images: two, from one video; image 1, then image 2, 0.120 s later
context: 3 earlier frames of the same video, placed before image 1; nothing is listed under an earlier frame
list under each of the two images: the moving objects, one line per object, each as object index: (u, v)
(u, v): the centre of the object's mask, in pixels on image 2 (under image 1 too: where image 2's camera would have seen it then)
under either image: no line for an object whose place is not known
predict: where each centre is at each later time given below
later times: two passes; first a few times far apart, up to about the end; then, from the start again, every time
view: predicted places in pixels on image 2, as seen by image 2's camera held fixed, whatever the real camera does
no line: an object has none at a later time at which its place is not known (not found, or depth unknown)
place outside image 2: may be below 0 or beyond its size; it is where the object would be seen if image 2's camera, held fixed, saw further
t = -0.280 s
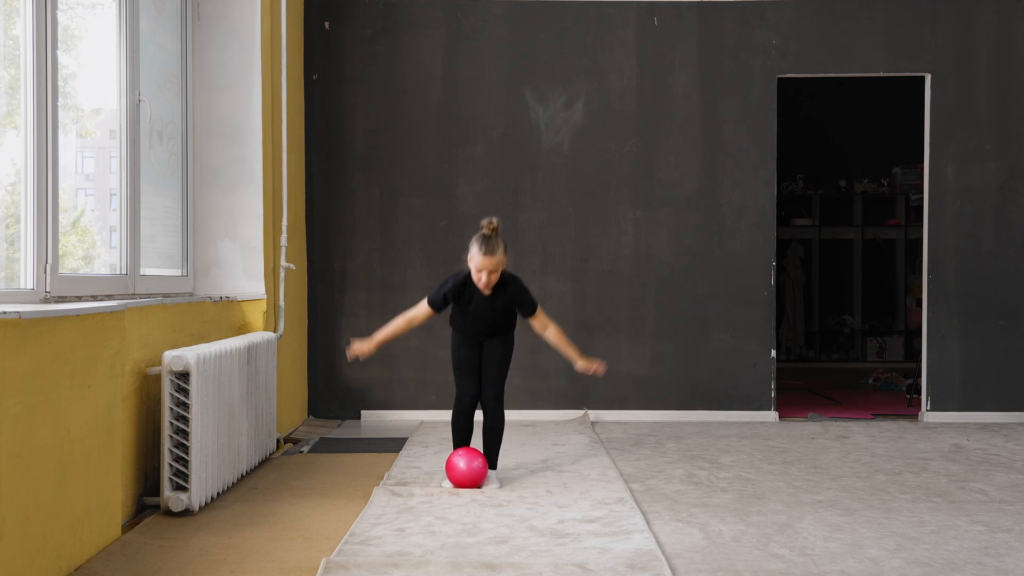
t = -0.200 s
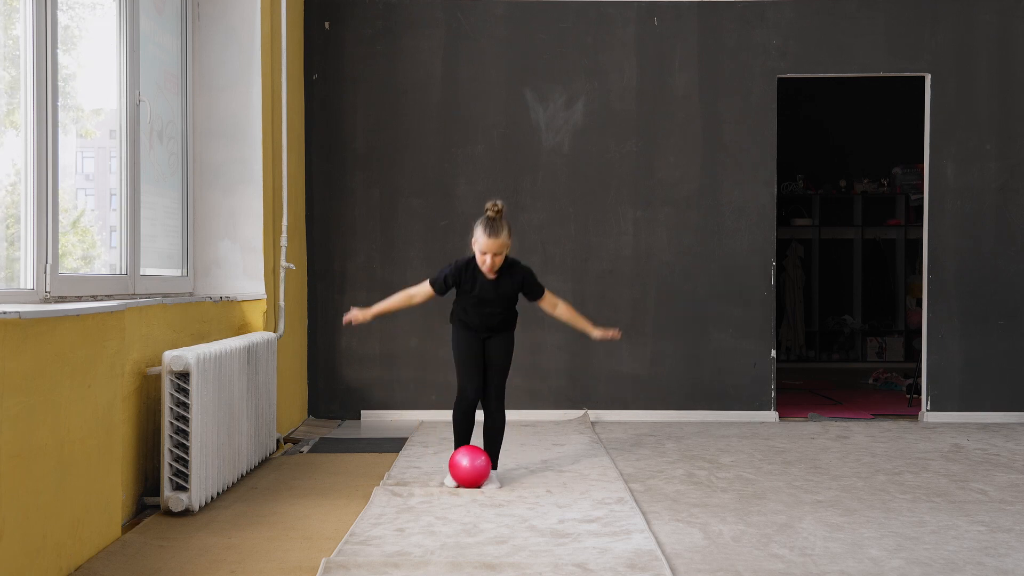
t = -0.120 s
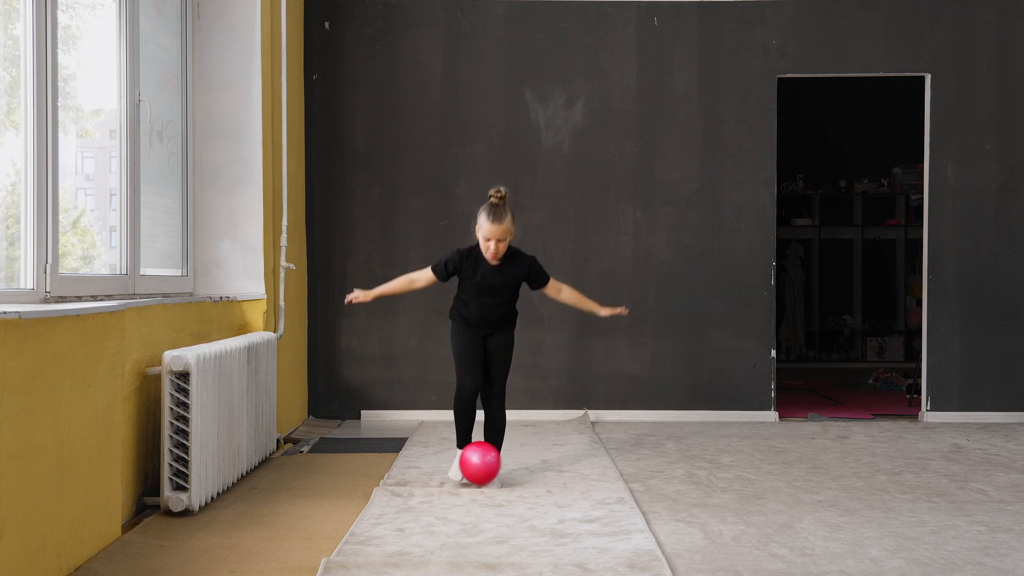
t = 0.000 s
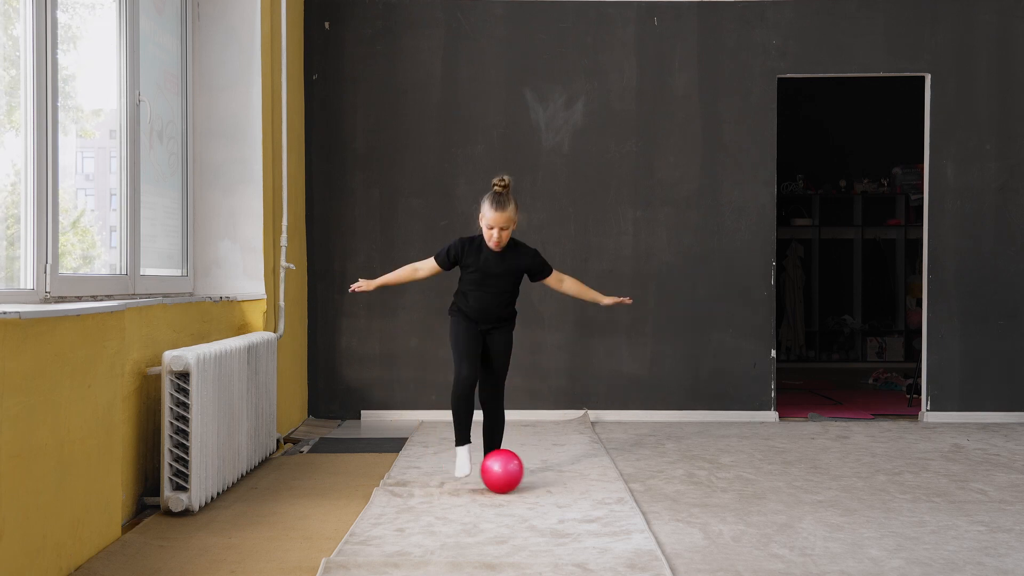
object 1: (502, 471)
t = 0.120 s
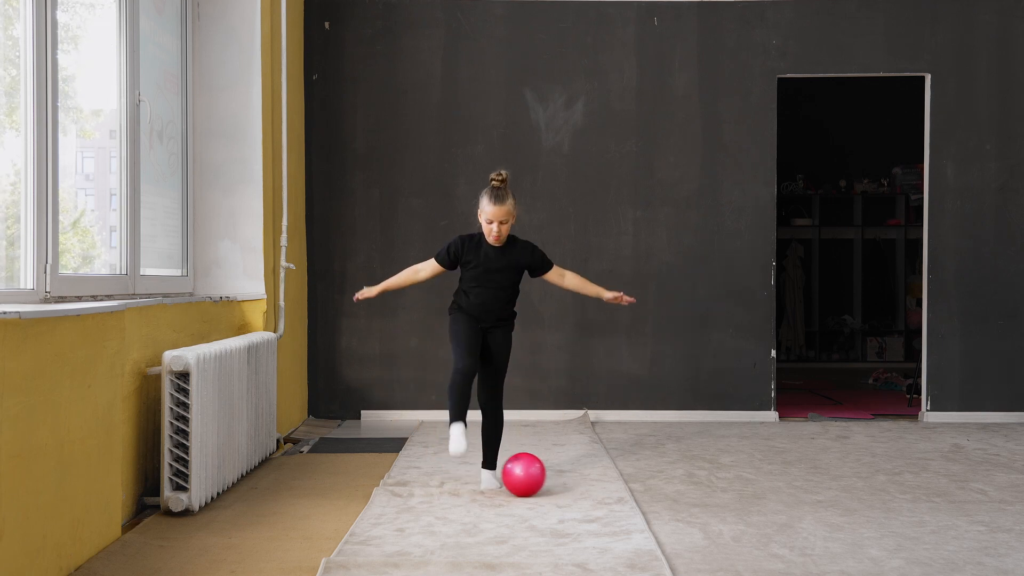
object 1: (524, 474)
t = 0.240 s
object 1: (544, 477)
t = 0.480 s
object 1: (587, 481)
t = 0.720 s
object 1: (624, 484)
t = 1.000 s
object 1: (667, 491)
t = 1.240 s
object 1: (707, 496)
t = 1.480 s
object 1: (745, 500)
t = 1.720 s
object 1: (779, 504)
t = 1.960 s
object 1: (810, 509)
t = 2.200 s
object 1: (840, 513)
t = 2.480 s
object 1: (874, 519)
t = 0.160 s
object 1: (531, 475)
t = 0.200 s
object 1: (537, 476)
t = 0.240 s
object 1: (544, 477)
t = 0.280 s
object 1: (551, 477)
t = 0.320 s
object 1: (559, 478)
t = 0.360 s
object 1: (566, 479)
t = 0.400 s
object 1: (573, 479)
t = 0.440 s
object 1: (580, 480)
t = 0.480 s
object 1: (587, 481)
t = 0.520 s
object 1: (594, 481)
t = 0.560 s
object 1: (600, 481)
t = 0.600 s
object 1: (606, 481)
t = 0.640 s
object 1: (612, 482)
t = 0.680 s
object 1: (618, 483)
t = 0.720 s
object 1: (624, 484)
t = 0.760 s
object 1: (630, 485)
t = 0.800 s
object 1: (636, 485)
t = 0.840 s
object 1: (642, 487)
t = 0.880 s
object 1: (648, 489)
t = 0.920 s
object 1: (655, 490)
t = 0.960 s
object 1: (661, 490)
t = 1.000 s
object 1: (667, 491)
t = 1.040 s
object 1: (674, 492)
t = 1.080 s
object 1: (681, 493)
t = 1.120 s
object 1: (687, 493)
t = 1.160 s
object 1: (694, 494)
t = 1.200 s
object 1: (701, 495)
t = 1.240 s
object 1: (707, 496)
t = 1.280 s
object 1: (714, 496)
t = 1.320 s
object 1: (720, 497)
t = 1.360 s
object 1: (727, 498)
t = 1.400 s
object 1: (733, 499)
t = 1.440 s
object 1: (739, 499)
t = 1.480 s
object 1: (745, 500)
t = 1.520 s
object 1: (751, 501)
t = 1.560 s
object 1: (757, 501)
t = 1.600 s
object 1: (762, 502)
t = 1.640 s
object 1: (768, 503)
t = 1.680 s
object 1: (773, 504)
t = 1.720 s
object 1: (779, 504)
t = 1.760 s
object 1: (784, 505)
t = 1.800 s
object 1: (789, 506)
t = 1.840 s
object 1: (794, 507)
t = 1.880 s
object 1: (799, 507)
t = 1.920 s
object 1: (805, 508)
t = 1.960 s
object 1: (810, 509)
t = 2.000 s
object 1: (815, 509)
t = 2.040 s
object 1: (820, 510)
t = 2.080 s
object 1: (825, 511)
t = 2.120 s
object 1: (830, 511)
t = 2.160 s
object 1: (835, 512)
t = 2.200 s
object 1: (840, 513)
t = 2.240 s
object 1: (845, 514)
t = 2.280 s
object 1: (850, 514)
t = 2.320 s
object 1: (855, 515)
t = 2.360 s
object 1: (860, 516)
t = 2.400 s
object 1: (864, 517)
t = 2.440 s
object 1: (869, 518)
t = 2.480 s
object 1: (874, 519)
